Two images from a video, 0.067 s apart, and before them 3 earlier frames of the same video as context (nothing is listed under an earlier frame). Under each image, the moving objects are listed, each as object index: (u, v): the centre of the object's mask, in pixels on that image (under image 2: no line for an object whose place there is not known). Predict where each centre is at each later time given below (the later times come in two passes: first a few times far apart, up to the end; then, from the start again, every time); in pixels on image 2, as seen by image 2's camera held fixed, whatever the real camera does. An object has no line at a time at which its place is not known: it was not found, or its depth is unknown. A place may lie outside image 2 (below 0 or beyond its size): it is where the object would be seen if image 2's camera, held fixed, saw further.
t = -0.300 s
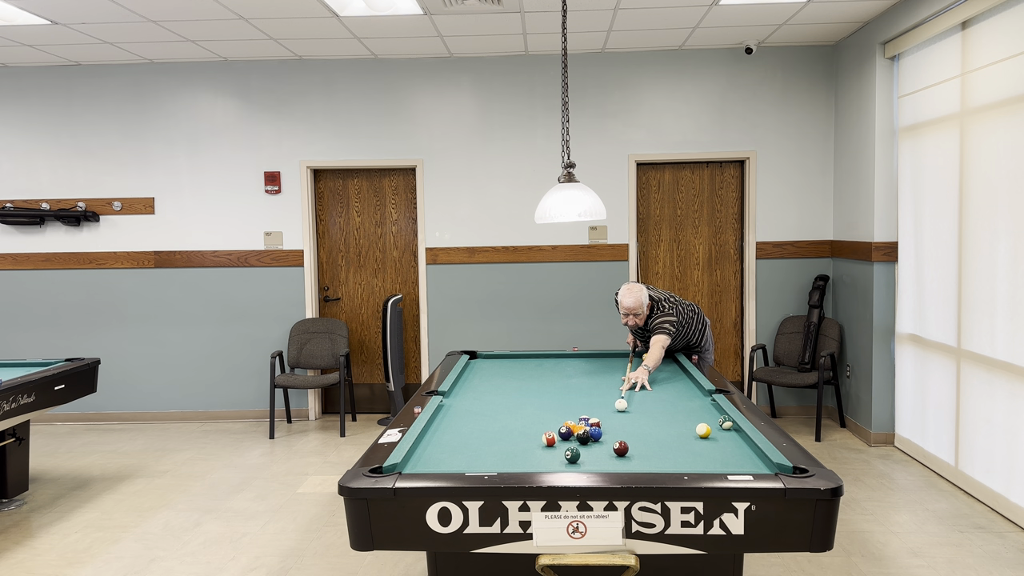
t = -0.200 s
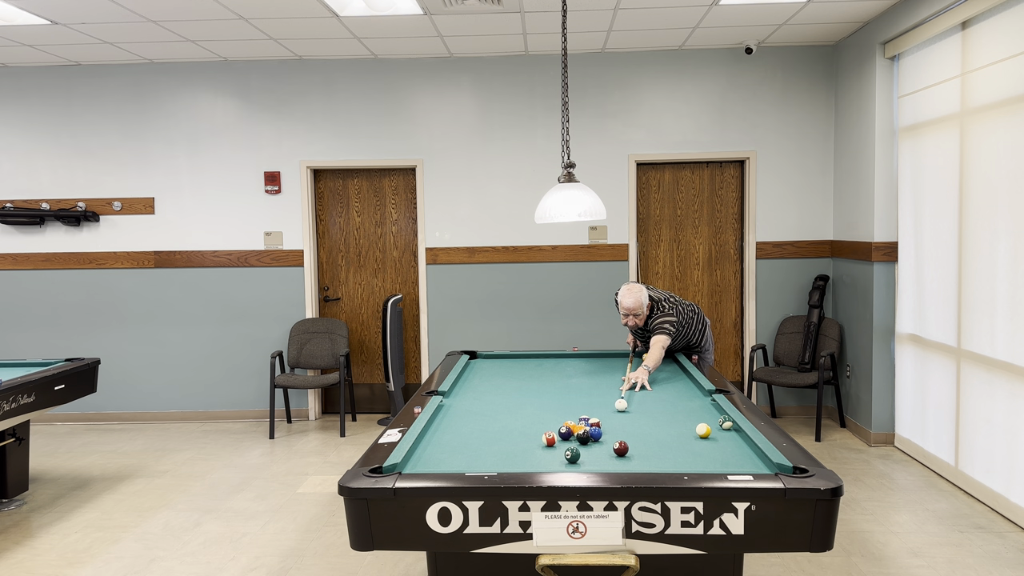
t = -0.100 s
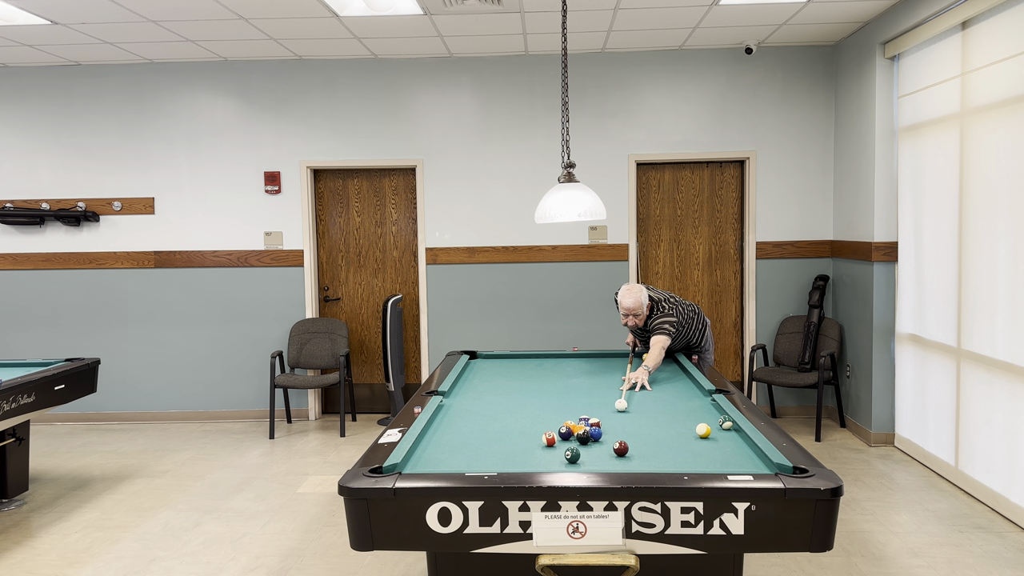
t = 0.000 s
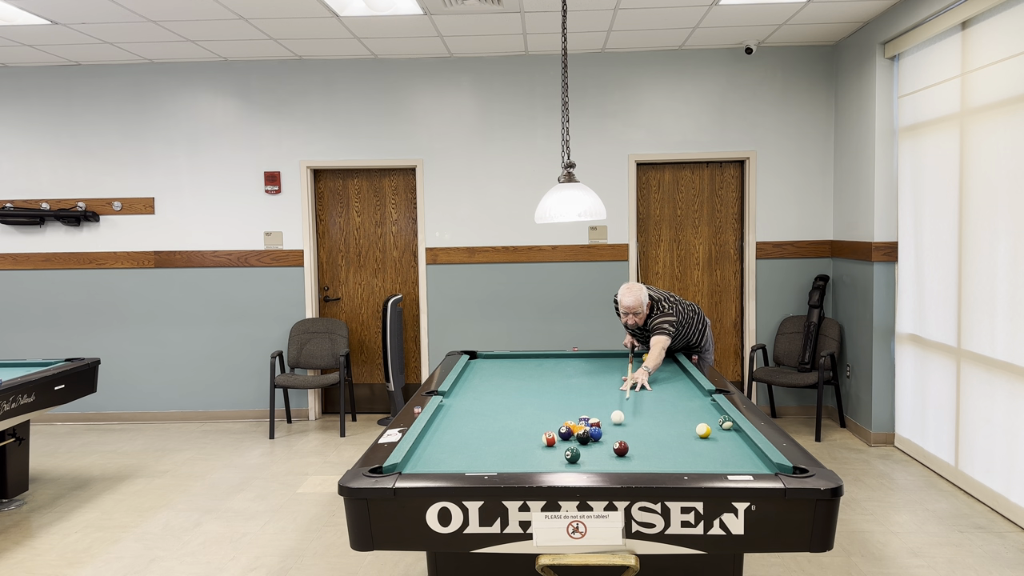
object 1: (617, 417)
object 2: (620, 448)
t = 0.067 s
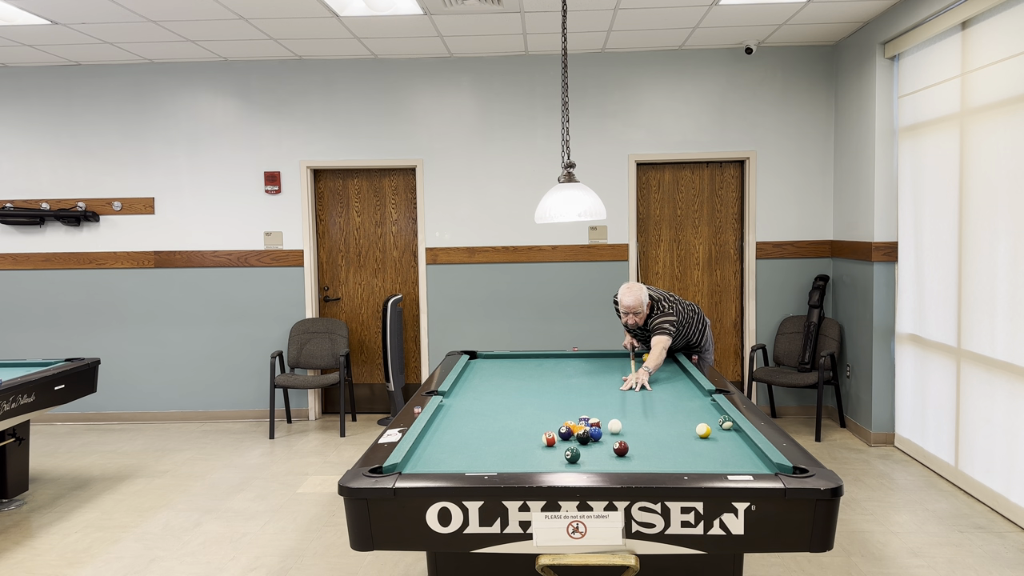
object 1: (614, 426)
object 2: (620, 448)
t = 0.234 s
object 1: (599, 448)
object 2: (628, 450)
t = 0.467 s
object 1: (594, 460)
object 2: (675, 462)
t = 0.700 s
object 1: (600, 464)
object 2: (706, 464)
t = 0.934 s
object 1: (604, 460)
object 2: (727, 460)
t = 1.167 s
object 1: (608, 454)
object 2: (745, 455)
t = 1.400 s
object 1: (611, 449)
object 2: (749, 450)
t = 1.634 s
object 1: (614, 444)
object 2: (736, 447)
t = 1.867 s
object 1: (617, 440)
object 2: (723, 443)
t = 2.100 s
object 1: (619, 437)
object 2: (713, 441)
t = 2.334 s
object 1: (621, 434)
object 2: (702, 438)
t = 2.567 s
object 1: (622, 431)
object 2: (694, 436)
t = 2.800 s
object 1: (623, 428)
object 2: (686, 434)
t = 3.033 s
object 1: (624, 426)
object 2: (679, 433)
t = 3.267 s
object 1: (624, 425)
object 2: (674, 431)
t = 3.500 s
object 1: (624, 423)
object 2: (669, 430)
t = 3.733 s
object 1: (625, 422)
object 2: (665, 429)
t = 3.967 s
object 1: (624, 421)
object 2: (662, 429)
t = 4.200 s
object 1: (624, 421)
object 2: (660, 428)
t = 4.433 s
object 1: (623, 421)
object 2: (659, 428)
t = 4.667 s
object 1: (624, 421)
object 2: (659, 428)
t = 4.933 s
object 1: (624, 421)
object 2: (659, 428)
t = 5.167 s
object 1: (623, 421)
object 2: (659, 428)
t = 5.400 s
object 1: (623, 421)
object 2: (659, 428)
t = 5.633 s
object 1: (623, 421)
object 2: (659, 428)
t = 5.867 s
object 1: (624, 421)
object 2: (659, 428)
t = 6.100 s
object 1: (624, 421)
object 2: (659, 428)
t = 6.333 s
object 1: (623, 421)
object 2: (659, 428)
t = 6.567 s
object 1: (623, 421)
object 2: (659, 428)
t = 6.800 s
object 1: (623, 421)
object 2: (659, 428)
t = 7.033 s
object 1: (624, 421)
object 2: (659, 428)
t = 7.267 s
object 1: (624, 421)
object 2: (659, 428)
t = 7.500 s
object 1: (624, 421)
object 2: (658, 428)
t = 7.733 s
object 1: (624, 421)
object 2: (659, 428)
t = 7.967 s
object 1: (624, 421)
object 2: (659, 428)
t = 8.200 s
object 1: (624, 421)
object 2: (659, 428)
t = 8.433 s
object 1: (624, 421)
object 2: (659, 428)
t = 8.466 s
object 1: (624, 421)
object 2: (659, 428)
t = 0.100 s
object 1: (613, 431)
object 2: (620, 448)
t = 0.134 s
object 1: (612, 435)
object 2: (620, 448)
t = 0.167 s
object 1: (610, 439)
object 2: (621, 448)
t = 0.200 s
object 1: (608, 444)
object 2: (621, 448)
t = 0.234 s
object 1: (599, 448)
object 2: (628, 450)
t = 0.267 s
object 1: (590, 450)
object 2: (636, 452)
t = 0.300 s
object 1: (586, 452)
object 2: (643, 454)
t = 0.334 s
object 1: (589, 454)
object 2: (650, 456)
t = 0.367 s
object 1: (591, 455)
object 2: (656, 458)
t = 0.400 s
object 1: (592, 457)
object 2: (663, 460)
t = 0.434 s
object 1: (593, 458)
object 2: (669, 461)
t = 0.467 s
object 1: (594, 460)
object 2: (675, 462)
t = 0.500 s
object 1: (595, 461)
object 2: (682, 463)
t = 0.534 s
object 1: (595, 462)
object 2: (688, 465)
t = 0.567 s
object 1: (597, 463)
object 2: (695, 465)
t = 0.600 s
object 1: (597, 464)
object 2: (698, 465)
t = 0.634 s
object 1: (598, 465)
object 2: (700, 465)
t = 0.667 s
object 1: (599, 465)
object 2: (703, 464)
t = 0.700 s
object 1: (600, 464)
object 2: (706, 464)
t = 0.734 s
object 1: (600, 464)
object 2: (710, 463)
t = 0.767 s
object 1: (601, 463)
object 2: (713, 463)
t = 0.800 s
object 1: (601, 462)
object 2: (715, 462)
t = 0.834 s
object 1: (602, 462)
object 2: (718, 462)
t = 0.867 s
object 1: (603, 461)
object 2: (721, 461)
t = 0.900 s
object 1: (603, 460)
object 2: (724, 460)
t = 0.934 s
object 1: (604, 460)
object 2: (727, 460)
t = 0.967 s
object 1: (605, 459)
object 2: (729, 459)
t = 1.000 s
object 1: (605, 458)
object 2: (732, 458)
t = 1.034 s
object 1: (606, 457)
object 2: (735, 458)
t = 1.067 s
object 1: (606, 456)
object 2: (738, 457)
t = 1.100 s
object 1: (606, 456)
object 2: (740, 456)
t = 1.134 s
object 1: (607, 455)
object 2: (743, 456)
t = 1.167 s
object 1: (608, 454)
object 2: (745, 455)
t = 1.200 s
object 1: (608, 453)
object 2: (748, 454)
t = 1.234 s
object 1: (609, 453)
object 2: (750, 453)
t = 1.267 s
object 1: (609, 452)
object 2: (753, 452)
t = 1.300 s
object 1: (610, 451)
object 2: (755, 452)
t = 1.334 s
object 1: (610, 450)
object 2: (753, 451)
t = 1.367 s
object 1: (611, 450)
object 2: (751, 451)
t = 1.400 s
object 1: (611, 449)
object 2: (749, 450)
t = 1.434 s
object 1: (612, 448)
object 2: (747, 450)
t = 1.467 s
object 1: (612, 447)
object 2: (745, 449)
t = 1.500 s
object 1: (612, 447)
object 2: (743, 449)
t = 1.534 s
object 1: (613, 446)
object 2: (741, 448)
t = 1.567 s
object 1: (613, 446)
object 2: (739, 448)
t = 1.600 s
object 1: (614, 445)
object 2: (738, 447)
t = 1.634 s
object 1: (614, 444)
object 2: (736, 447)
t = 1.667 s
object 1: (615, 444)
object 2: (734, 446)
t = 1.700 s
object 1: (615, 443)
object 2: (732, 446)
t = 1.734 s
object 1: (615, 443)
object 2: (730, 445)
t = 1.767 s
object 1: (616, 442)
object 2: (729, 445)
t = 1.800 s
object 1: (616, 441)
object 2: (727, 444)
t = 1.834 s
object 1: (616, 441)
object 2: (725, 444)
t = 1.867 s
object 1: (617, 440)
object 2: (723, 443)
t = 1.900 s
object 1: (617, 440)
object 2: (722, 443)
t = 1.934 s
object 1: (617, 439)
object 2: (720, 443)
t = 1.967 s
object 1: (618, 439)
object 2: (719, 442)
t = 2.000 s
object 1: (618, 438)
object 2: (717, 442)
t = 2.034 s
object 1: (618, 438)
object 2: (716, 442)
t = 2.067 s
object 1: (619, 437)
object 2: (714, 441)
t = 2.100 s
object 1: (619, 437)
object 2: (713, 441)
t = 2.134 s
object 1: (619, 436)
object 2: (711, 440)
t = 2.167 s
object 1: (620, 436)
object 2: (710, 440)
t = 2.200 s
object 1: (620, 435)
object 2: (708, 440)
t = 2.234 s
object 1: (620, 435)
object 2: (707, 440)
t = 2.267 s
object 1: (620, 434)
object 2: (705, 439)
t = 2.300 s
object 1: (621, 434)
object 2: (704, 439)
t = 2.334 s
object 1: (621, 434)
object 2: (702, 438)
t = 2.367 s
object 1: (621, 433)
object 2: (701, 438)
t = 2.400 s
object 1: (621, 433)
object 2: (700, 438)
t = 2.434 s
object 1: (622, 432)
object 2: (698, 437)
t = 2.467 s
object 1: (622, 432)
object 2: (697, 437)
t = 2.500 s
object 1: (622, 432)
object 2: (696, 437)
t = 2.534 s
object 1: (622, 431)
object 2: (695, 436)
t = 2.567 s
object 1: (622, 431)
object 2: (694, 436)
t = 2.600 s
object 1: (622, 430)
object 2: (692, 436)
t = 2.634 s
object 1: (622, 430)
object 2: (691, 436)
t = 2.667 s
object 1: (623, 430)
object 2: (690, 435)
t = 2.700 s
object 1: (623, 429)
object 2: (689, 435)
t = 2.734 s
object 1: (623, 429)
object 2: (688, 435)
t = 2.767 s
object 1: (623, 429)
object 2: (687, 435)
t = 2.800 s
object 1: (623, 428)
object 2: (686, 434)
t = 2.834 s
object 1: (623, 428)
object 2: (685, 434)
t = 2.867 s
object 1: (623, 428)
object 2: (684, 434)
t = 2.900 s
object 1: (623, 428)
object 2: (683, 434)
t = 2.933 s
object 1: (623, 427)
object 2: (682, 433)
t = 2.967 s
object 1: (623, 427)
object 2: (681, 433)
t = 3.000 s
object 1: (624, 427)
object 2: (680, 433)
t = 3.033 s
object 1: (624, 426)
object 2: (679, 433)
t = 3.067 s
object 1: (624, 426)
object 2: (678, 432)
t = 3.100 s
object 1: (624, 426)
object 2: (678, 432)
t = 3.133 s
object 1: (624, 426)
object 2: (677, 432)
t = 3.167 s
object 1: (624, 425)
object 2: (676, 432)
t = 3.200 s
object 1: (624, 425)
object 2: (675, 432)
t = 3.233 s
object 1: (624, 425)
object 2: (674, 431)
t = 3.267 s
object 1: (624, 425)
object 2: (674, 431)
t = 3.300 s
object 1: (624, 424)
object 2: (673, 431)
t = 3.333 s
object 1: (624, 424)
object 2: (672, 431)
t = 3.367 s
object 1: (624, 424)
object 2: (671, 431)
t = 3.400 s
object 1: (624, 424)
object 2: (671, 431)
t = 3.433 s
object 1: (624, 424)
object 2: (670, 430)
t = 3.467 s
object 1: (624, 423)
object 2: (670, 430)
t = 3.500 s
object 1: (624, 423)
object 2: (669, 430)
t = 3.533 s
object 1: (625, 423)
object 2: (668, 430)
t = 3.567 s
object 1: (625, 423)
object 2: (668, 430)
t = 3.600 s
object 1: (625, 423)
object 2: (667, 430)
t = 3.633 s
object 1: (625, 423)
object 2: (666, 430)
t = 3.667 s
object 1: (625, 422)
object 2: (666, 429)
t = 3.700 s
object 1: (625, 422)
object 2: (665, 429)
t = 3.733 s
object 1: (625, 422)
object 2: (665, 429)
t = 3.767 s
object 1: (625, 422)
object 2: (664, 429)
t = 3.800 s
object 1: (625, 422)
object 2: (664, 429)
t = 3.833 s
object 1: (625, 422)
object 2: (663, 429)
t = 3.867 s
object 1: (624, 422)
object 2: (663, 429)
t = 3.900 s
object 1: (624, 422)
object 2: (663, 429)
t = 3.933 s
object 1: (624, 421)
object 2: (662, 429)
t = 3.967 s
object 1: (624, 421)
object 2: (662, 429)
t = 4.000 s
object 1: (624, 421)
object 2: (662, 429)
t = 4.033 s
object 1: (624, 421)
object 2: (661, 428)
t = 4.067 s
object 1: (624, 421)
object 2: (661, 428)
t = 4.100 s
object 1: (624, 421)
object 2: (661, 428)
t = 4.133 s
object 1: (624, 421)
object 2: (660, 428)
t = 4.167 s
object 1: (624, 421)
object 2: (660, 428)
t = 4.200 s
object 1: (624, 421)
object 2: (660, 428)
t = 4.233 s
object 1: (624, 421)
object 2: (660, 428)
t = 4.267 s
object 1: (624, 421)
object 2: (659, 428)
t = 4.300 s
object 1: (624, 421)
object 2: (659, 428)
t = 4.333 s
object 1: (624, 421)
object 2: (659, 428)
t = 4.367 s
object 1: (624, 421)
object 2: (659, 428)
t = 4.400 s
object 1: (624, 421)
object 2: (659, 428)
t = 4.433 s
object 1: (623, 421)
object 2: (659, 428)
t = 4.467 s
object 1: (623, 421)
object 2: (659, 428)
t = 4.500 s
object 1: (623, 421)
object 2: (659, 428)
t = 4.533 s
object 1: (623, 421)
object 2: (659, 428)
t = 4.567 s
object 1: (624, 421)
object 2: (659, 428)
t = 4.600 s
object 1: (624, 421)
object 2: (659, 428)
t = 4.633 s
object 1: (624, 421)
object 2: (659, 428)
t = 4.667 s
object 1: (624, 421)
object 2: (659, 428)
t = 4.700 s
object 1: (624, 421)
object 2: (659, 428)
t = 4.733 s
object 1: (624, 421)
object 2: (659, 428)
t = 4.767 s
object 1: (624, 421)
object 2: (659, 428)
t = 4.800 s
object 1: (624, 421)
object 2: (659, 428)
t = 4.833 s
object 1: (624, 421)
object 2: (659, 428)
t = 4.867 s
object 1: (624, 421)
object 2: (659, 428)
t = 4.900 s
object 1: (624, 421)
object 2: (659, 428)
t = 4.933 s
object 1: (624, 421)
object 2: (659, 428)
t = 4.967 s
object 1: (624, 421)
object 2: (659, 428)
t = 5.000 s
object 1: (624, 421)
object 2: (659, 428)
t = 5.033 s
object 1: (624, 421)
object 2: (659, 428)
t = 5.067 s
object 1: (624, 421)
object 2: (659, 428)
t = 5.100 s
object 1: (624, 421)
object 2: (659, 428)
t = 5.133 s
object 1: (624, 421)
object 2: (659, 428)
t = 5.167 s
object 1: (623, 421)
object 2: (659, 428)
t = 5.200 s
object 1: (623, 421)
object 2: (659, 428)
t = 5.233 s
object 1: (623, 421)
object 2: (659, 428)
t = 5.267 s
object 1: (624, 421)
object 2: (659, 428)
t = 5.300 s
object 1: (624, 421)
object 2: (659, 428)
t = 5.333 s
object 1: (624, 421)
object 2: (659, 428)
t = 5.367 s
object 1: (624, 421)
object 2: (659, 428)
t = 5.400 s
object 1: (623, 421)
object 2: (659, 428)
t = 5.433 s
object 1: (624, 421)
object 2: (659, 428)
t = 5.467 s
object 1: (624, 421)
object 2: (659, 428)
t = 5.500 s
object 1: (624, 421)
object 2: (659, 428)
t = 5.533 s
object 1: (624, 421)
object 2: (659, 428)
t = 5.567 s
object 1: (623, 421)
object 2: (659, 428)
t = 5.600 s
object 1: (624, 421)
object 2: (659, 428)
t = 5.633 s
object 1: (623, 421)
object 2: (659, 428)
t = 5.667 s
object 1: (623, 421)
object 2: (659, 428)
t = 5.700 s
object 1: (624, 421)
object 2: (659, 428)
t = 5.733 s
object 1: (623, 421)
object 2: (659, 428)
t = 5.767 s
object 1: (624, 421)
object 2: (659, 428)
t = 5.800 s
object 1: (624, 421)
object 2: (659, 428)
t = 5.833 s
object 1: (624, 421)
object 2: (659, 428)
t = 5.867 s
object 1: (624, 421)
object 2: (659, 428)
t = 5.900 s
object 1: (624, 421)
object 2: (659, 428)
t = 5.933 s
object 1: (624, 421)
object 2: (659, 428)
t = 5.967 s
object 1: (624, 421)
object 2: (659, 428)
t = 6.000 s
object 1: (624, 421)
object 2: (659, 428)
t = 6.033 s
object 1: (624, 421)
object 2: (659, 428)
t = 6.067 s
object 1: (624, 421)
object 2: (659, 428)
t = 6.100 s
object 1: (624, 421)
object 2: (659, 428)
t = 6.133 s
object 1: (624, 421)
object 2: (659, 428)
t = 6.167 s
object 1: (624, 421)
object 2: (659, 428)
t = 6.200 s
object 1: (624, 421)
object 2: (659, 428)
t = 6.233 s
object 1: (623, 421)
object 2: (659, 428)
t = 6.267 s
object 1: (623, 421)
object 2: (659, 428)
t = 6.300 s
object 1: (624, 421)
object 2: (659, 428)
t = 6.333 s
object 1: (623, 421)
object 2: (659, 428)
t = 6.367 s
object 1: (623, 421)
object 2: (659, 428)
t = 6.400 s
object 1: (624, 421)
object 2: (659, 428)
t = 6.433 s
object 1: (624, 421)
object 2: (659, 428)
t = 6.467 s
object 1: (624, 421)
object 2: (659, 428)
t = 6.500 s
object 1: (624, 421)
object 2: (659, 428)
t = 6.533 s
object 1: (624, 421)
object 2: (659, 428)
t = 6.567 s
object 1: (623, 421)
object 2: (659, 428)
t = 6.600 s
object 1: (623, 421)
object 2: (659, 428)
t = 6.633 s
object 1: (624, 421)
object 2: (659, 428)
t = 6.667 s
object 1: (624, 421)
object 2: (659, 428)
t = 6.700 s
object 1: (623, 421)
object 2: (659, 428)
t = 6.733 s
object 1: (623, 421)
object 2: (659, 428)
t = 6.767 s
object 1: (624, 421)
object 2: (659, 428)
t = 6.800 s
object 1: (623, 421)
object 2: (659, 428)
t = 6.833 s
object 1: (624, 421)
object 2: (659, 428)
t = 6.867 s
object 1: (623, 421)
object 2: (659, 428)
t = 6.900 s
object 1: (624, 421)
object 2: (659, 428)
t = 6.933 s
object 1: (624, 421)
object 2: (659, 428)
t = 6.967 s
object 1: (623, 421)
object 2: (659, 428)
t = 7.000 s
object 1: (624, 421)
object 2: (659, 428)
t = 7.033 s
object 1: (624, 421)
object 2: (659, 428)
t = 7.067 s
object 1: (624, 421)
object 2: (659, 428)
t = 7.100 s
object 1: (624, 421)
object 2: (659, 428)
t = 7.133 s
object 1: (624, 421)
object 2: (659, 428)
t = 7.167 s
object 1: (624, 421)
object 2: (659, 428)
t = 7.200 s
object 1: (624, 421)
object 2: (659, 428)
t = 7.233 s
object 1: (624, 421)
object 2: (659, 428)
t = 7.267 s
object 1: (624, 421)
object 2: (659, 428)
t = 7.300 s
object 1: (624, 421)
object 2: (659, 428)
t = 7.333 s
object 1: (624, 421)
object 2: (659, 428)
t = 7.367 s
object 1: (624, 421)
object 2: (659, 428)
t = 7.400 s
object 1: (624, 421)
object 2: (659, 428)
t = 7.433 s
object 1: (624, 421)
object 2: (659, 428)
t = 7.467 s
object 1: (624, 421)
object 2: (659, 428)
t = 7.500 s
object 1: (624, 421)
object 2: (658, 428)
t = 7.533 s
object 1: (624, 421)
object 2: (659, 428)
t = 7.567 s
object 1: (624, 421)
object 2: (659, 428)
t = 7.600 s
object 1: (624, 421)
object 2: (659, 428)
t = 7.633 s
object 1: (624, 421)
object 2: (659, 428)
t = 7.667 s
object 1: (624, 421)
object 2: (659, 428)
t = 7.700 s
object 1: (624, 421)
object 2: (659, 428)
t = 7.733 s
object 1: (624, 421)
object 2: (659, 428)
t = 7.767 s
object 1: (624, 421)
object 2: (659, 428)
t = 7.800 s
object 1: (624, 421)
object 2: (659, 428)
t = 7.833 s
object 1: (624, 421)
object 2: (659, 428)
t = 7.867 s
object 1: (624, 421)
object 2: (659, 428)
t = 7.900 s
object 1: (624, 421)
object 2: (659, 428)
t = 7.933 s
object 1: (624, 421)
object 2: (659, 428)
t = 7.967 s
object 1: (624, 421)
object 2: (659, 428)
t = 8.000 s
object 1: (623, 421)
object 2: (659, 428)
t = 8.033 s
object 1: (624, 421)
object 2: (659, 428)
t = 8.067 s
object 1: (624, 421)
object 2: (659, 428)
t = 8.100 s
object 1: (624, 421)
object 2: (659, 428)
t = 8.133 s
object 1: (624, 421)
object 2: (659, 428)
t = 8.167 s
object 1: (624, 421)
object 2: (659, 428)
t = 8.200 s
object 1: (624, 421)
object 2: (659, 428)
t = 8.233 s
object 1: (624, 421)
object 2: (659, 428)
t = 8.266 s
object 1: (624, 421)
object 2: (659, 428)
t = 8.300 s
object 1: (623, 421)
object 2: (659, 428)
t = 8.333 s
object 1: (624, 421)
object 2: (659, 428)
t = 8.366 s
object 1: (624, 421)
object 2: (659, 428)
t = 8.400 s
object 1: (624, 421)
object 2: (659, 428)
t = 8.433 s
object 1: (624, 421)
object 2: (659, 428)
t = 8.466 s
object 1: (624, 421)
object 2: (659, 428)
